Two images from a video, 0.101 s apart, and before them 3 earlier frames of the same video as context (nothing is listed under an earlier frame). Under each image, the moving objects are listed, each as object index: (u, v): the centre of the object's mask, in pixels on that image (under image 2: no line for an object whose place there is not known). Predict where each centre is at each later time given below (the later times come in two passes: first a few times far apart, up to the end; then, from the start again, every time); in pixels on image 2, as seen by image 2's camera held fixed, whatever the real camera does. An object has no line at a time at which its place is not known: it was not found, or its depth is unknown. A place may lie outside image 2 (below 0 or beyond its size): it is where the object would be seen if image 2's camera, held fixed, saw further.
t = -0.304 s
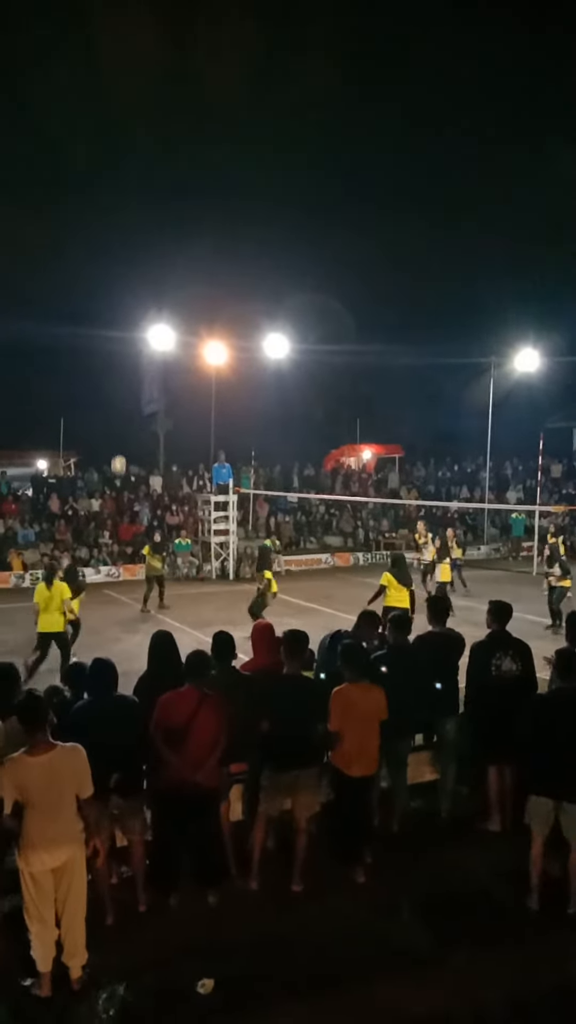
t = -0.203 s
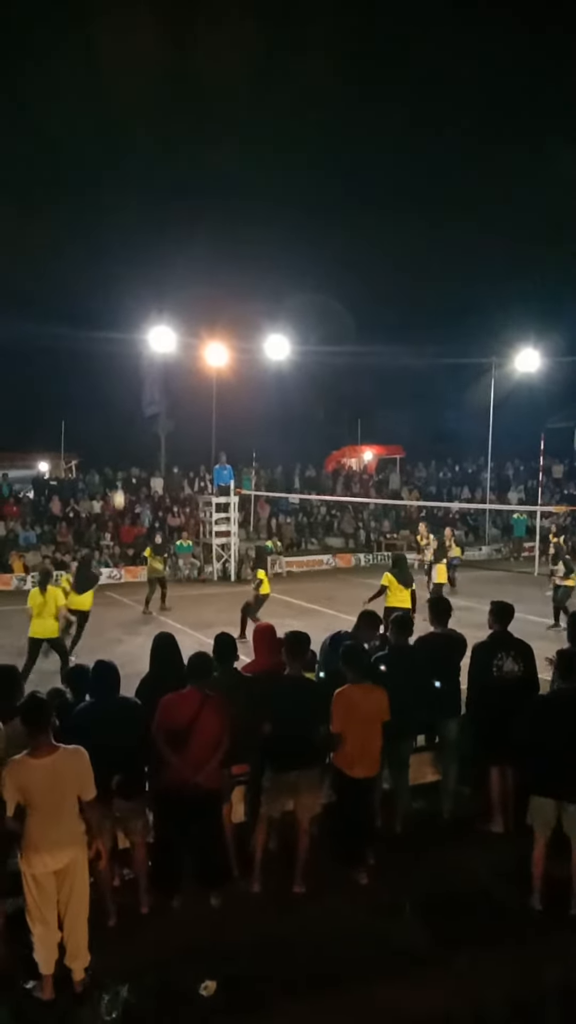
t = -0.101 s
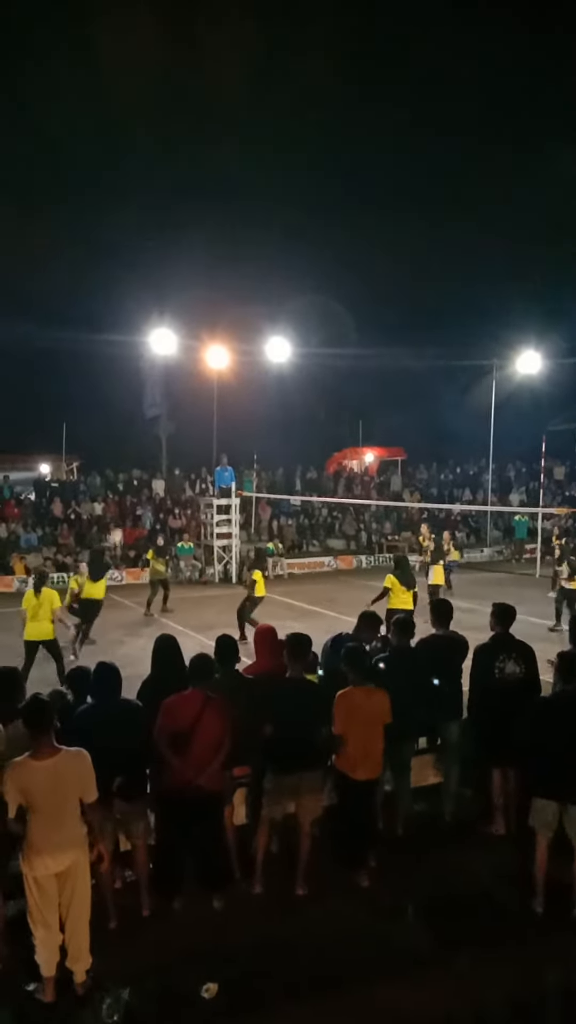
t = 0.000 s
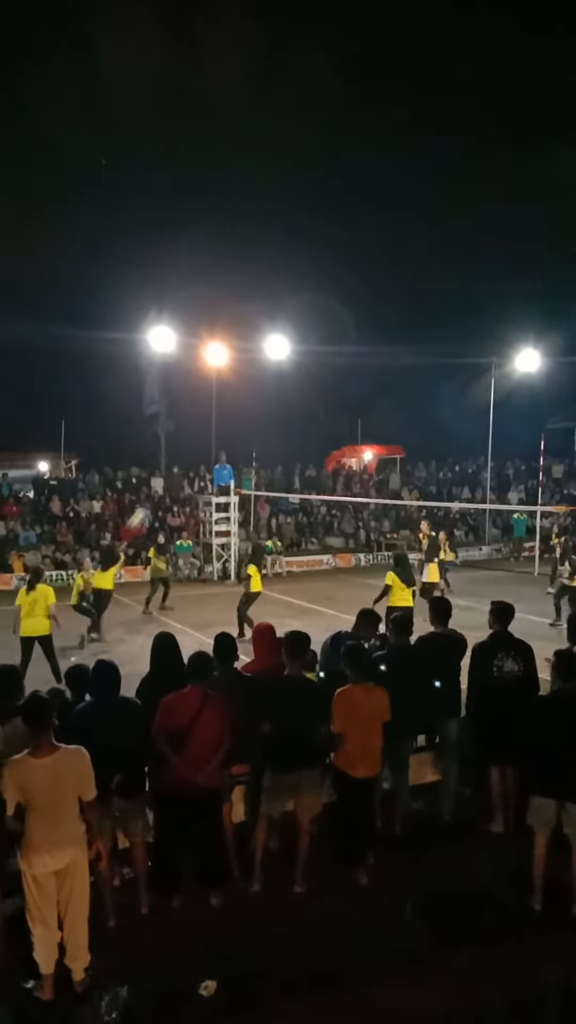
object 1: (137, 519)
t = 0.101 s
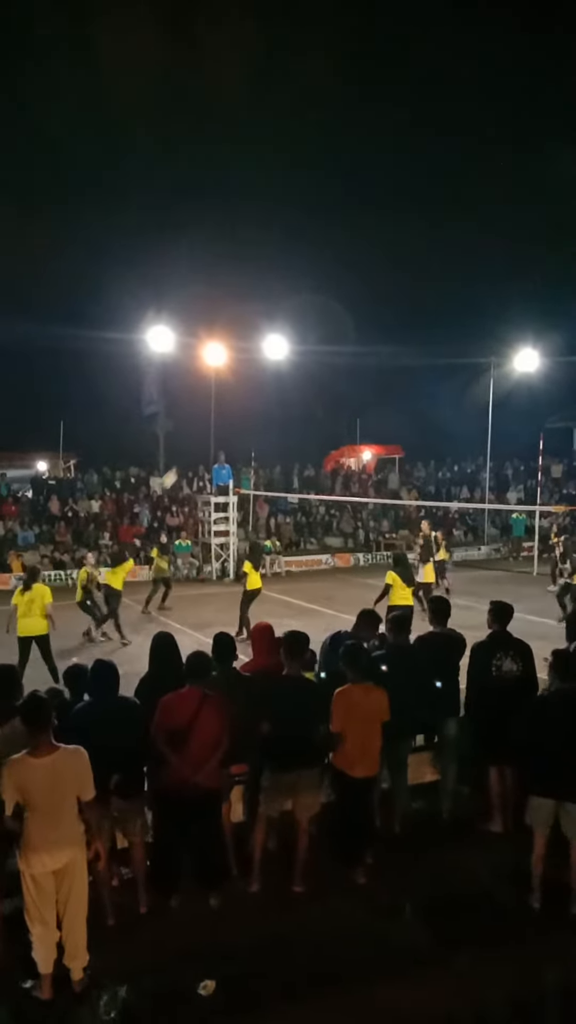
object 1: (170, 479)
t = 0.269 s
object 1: (216, 434)
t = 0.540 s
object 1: (286, 401)
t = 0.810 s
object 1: (345, 412)
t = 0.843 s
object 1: (352, 416)
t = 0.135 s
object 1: (178, 469)
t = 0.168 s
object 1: (188, 460)
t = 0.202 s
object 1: (198, 450)
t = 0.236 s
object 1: (207, 442)
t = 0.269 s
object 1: (216, 434)
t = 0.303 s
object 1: (225, 428)
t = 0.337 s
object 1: (234, 421)
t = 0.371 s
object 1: (243, 417)
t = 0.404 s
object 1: (252, 412)
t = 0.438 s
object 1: (261, 409)
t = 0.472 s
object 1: (269, 405)
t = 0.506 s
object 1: (277, 402)
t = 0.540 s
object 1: (286, 401)
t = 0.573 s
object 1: (294, 400)
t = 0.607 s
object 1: (301, 400)
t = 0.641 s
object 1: (309, 401)
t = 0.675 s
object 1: (317, 402)
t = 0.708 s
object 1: (324, 403)
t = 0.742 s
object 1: (330, 405)
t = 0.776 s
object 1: (338, 408)
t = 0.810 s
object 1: (345, 412)
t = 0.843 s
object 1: (352, 416)
